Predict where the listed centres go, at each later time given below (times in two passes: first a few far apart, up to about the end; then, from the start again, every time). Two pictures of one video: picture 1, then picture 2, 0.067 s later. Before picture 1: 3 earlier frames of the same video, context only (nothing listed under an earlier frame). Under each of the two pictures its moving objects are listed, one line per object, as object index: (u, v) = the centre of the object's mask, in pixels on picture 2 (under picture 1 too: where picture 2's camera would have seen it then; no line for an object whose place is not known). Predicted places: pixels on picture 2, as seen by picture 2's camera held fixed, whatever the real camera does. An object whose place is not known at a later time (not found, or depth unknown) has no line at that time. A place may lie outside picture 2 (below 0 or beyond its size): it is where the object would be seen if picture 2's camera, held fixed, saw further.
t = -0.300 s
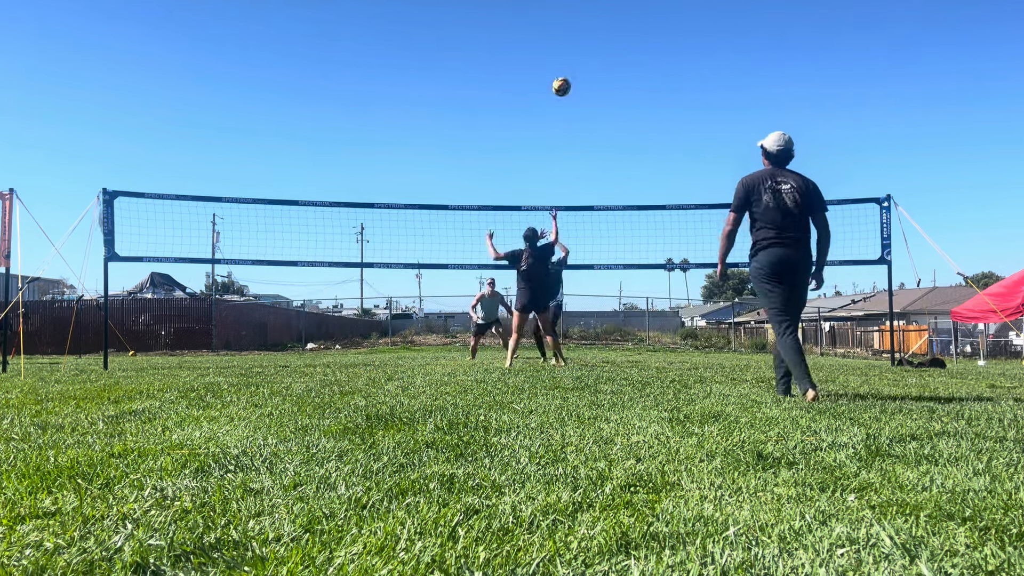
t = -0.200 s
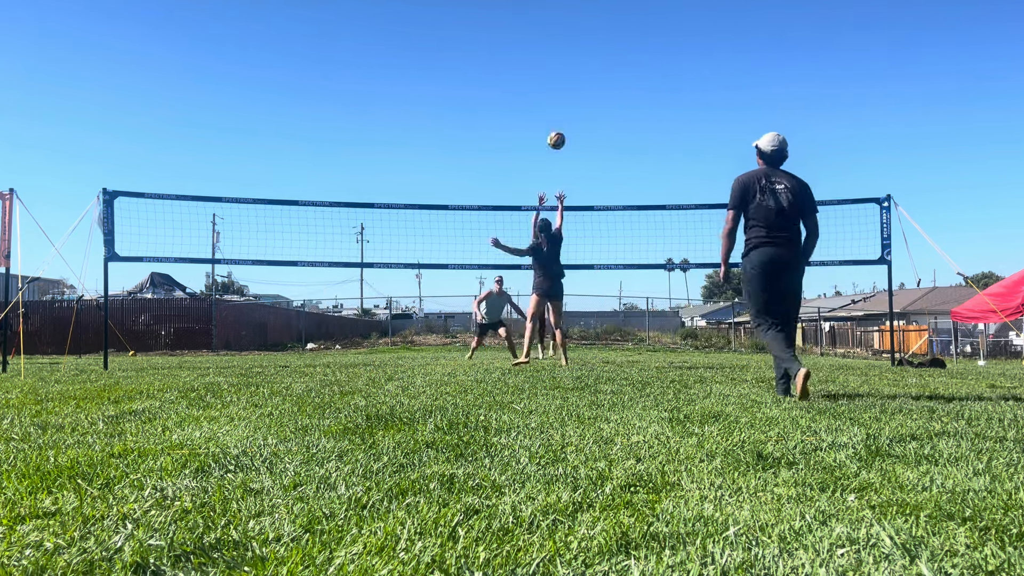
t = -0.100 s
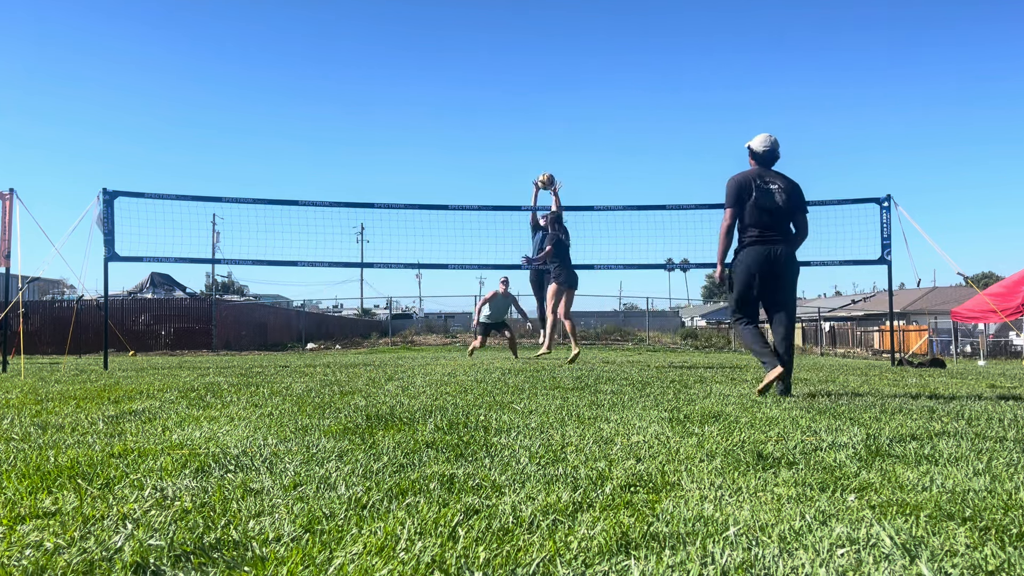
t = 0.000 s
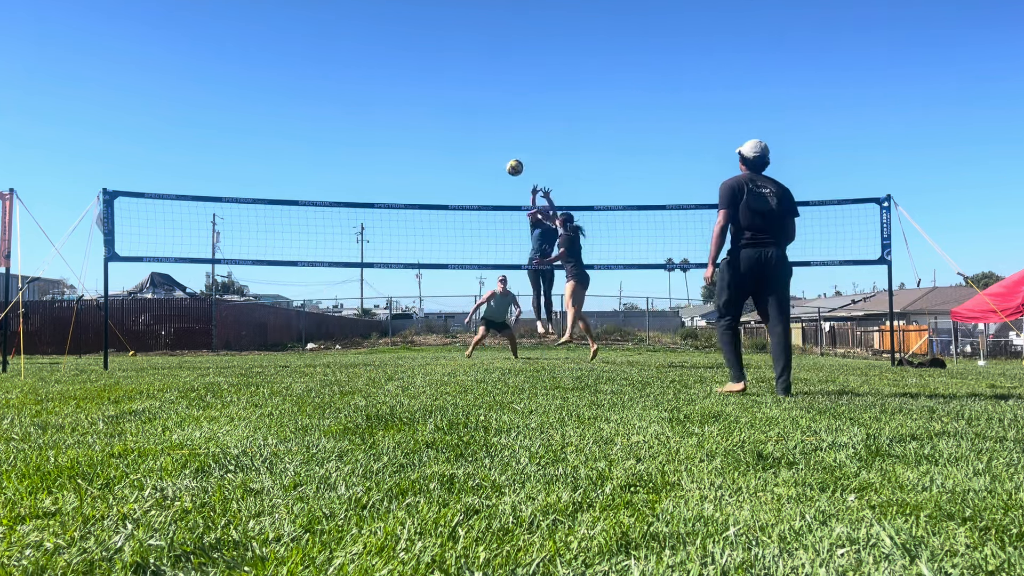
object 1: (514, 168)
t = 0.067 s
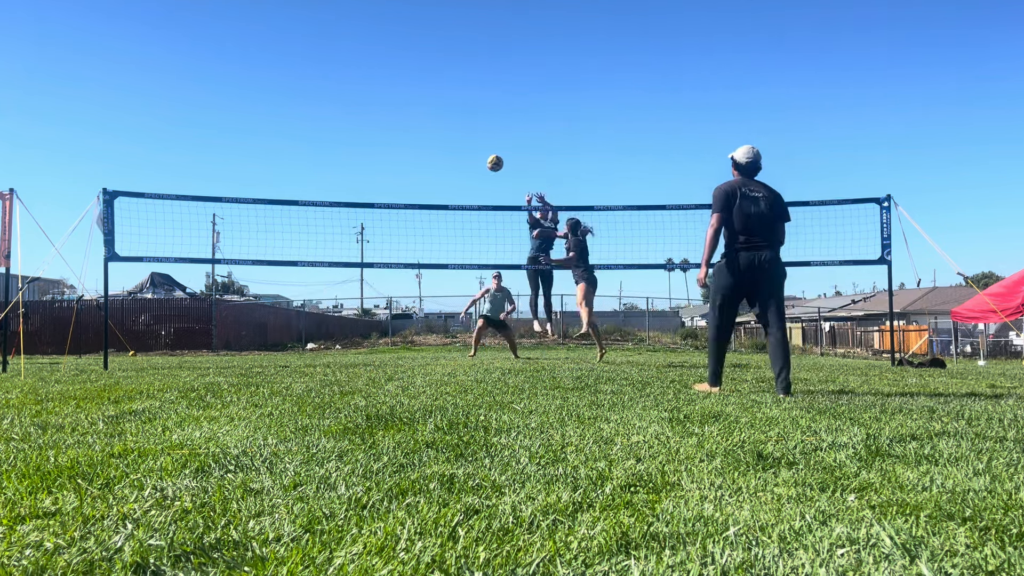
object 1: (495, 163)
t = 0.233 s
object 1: (451, 167)
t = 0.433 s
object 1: (404, 196)
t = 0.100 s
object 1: (485, 162)
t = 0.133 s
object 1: (476, 162)
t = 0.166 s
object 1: (467, 163)
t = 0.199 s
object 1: (459, 165)
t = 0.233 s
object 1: (451, 167)
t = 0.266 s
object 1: (442, 170)
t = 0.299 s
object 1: (434, 174)
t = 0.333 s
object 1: (426, 179)
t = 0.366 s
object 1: (419, 184)
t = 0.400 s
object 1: (411, 190)
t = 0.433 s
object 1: (404, 196)
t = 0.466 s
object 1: (397, 200)
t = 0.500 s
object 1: (390, 213)
